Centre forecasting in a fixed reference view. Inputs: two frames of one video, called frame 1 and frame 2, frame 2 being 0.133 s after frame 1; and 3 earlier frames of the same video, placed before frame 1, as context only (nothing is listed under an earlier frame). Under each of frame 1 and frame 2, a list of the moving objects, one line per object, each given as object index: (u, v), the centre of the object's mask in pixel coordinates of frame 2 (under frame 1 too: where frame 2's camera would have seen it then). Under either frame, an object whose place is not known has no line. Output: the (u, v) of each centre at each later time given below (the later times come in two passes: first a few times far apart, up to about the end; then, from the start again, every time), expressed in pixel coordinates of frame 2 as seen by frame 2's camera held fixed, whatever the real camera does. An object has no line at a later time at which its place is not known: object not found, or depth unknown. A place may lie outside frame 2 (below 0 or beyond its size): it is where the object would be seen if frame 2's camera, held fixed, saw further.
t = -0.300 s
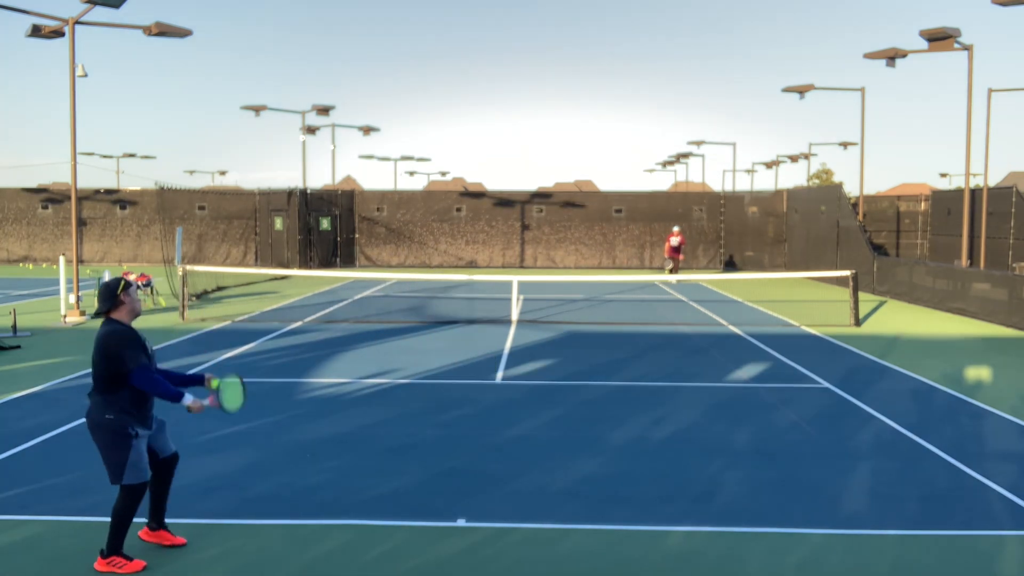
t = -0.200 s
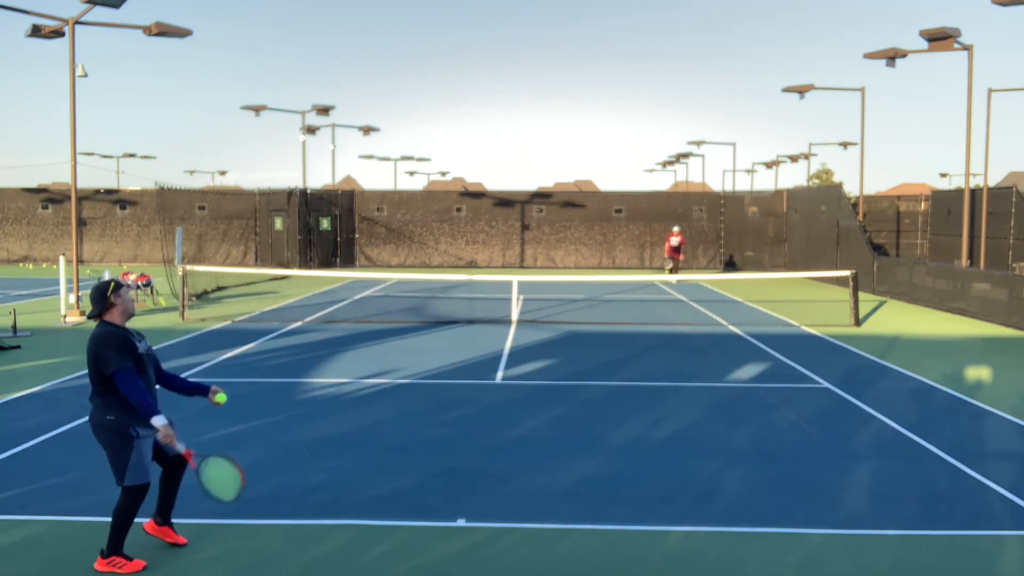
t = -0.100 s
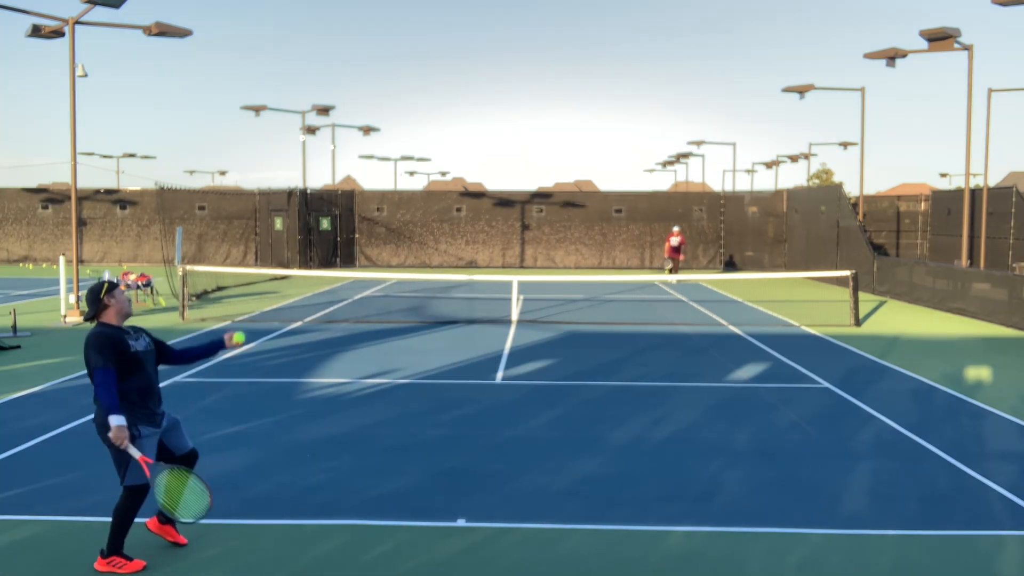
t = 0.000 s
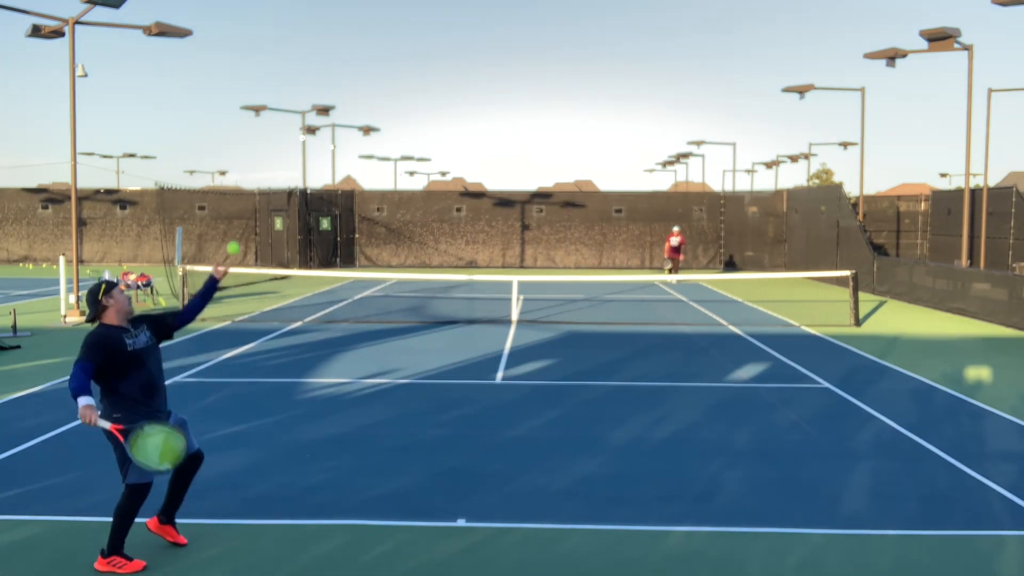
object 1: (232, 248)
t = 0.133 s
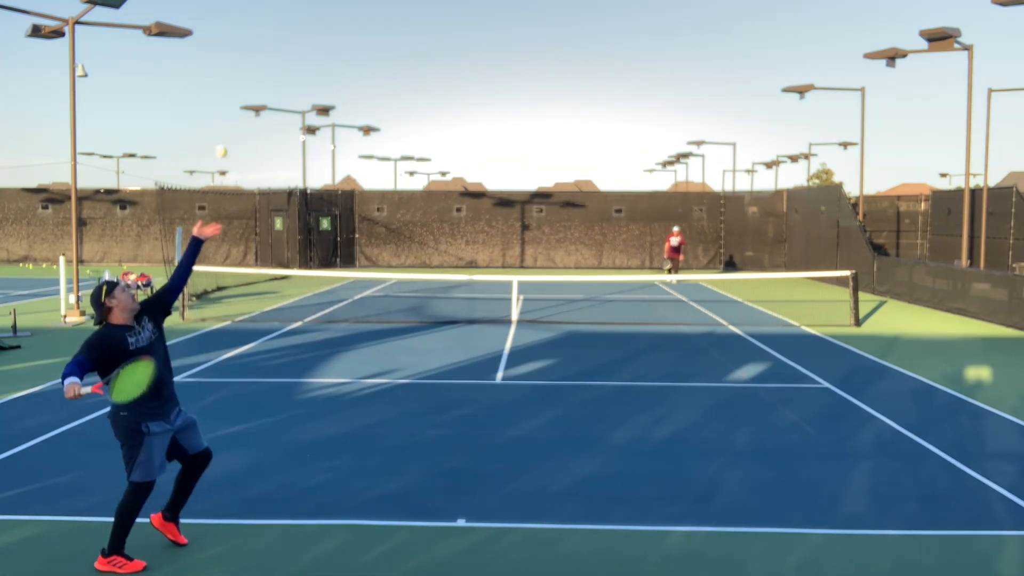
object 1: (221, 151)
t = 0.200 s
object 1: (215, 114)
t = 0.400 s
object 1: (199, 47)
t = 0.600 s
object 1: (185, 45)
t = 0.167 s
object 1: (218, 132)
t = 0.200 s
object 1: (215, 114)
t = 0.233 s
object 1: (212, 99)
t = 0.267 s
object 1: (209, 85)
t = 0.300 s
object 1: (207, 72)
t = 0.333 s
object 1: (204, 62)
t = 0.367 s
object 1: (202, 53)
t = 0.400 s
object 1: (199, 47)
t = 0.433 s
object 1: (197, 42)
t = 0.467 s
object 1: (194, 39)
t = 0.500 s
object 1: (192, 38)
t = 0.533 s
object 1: (190, 38)
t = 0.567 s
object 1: (187, 40)
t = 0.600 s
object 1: (185, 45)
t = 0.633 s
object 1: (183, 50)
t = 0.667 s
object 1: (181, 58)
